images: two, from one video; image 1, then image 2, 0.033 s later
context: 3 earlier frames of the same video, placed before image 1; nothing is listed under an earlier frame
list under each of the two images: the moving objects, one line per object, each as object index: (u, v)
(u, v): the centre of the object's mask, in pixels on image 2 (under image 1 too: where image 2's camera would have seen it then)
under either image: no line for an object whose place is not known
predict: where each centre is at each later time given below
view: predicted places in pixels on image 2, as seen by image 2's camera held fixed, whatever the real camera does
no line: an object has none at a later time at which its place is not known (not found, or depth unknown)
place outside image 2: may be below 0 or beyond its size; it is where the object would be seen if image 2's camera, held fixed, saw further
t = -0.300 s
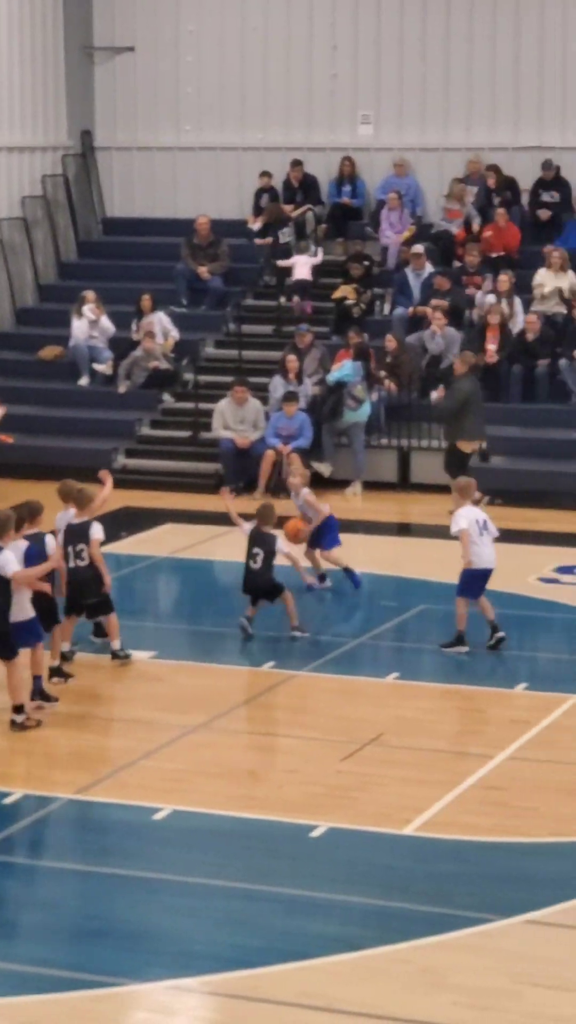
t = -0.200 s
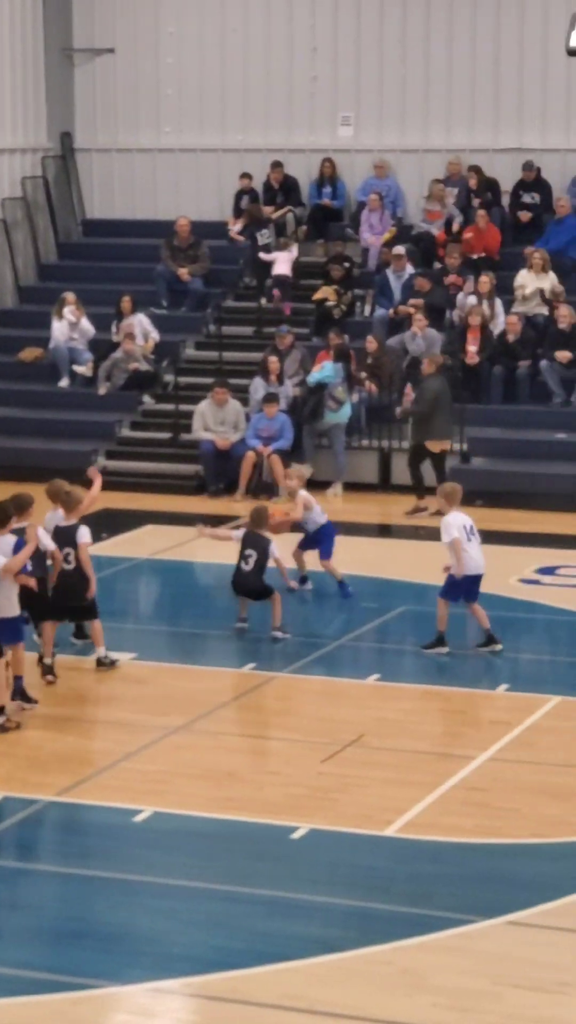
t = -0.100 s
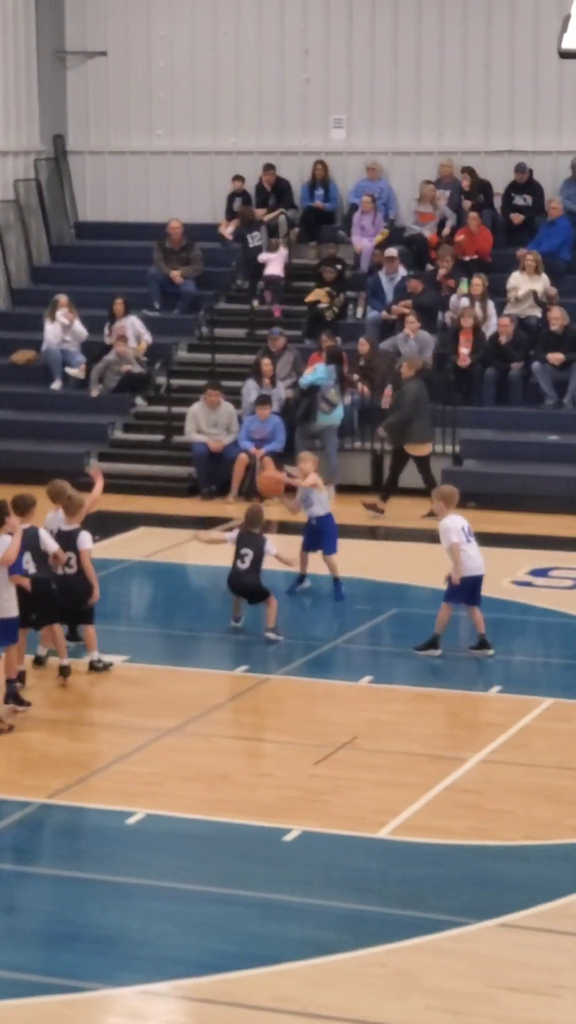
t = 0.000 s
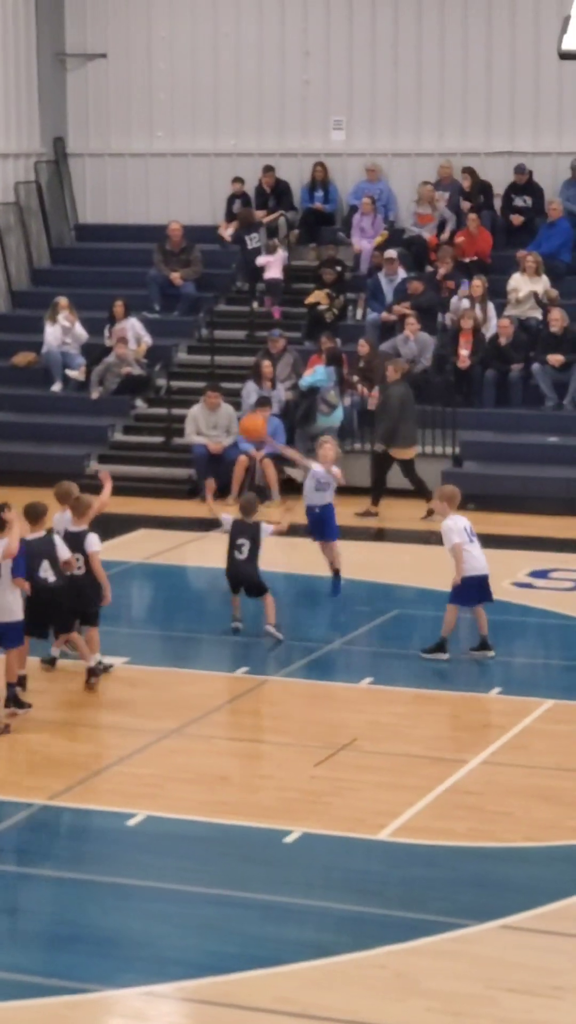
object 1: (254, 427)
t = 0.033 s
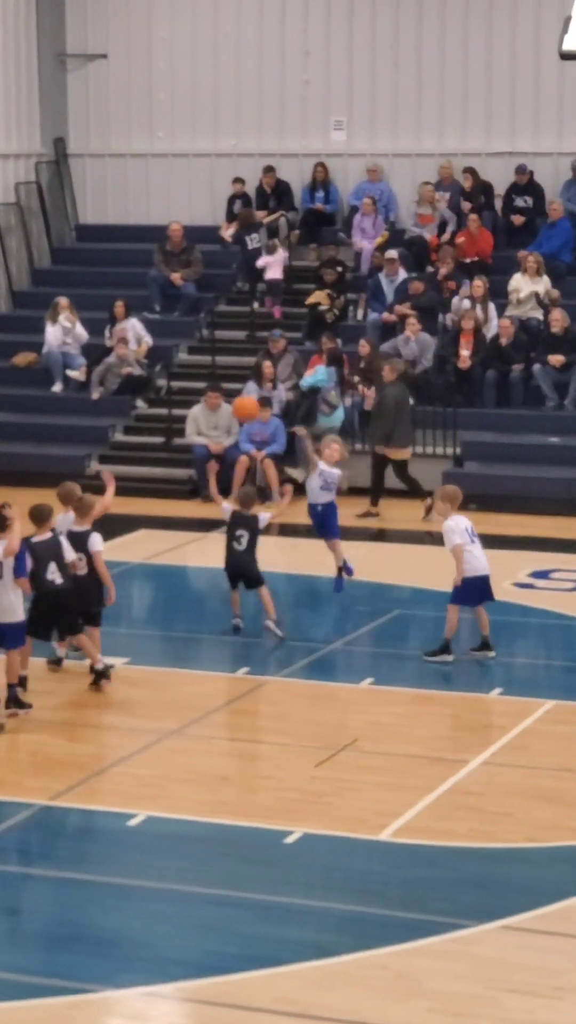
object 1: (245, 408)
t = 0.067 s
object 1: (237, 391)
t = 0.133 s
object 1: (221, 359)
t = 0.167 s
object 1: (213, 345)
